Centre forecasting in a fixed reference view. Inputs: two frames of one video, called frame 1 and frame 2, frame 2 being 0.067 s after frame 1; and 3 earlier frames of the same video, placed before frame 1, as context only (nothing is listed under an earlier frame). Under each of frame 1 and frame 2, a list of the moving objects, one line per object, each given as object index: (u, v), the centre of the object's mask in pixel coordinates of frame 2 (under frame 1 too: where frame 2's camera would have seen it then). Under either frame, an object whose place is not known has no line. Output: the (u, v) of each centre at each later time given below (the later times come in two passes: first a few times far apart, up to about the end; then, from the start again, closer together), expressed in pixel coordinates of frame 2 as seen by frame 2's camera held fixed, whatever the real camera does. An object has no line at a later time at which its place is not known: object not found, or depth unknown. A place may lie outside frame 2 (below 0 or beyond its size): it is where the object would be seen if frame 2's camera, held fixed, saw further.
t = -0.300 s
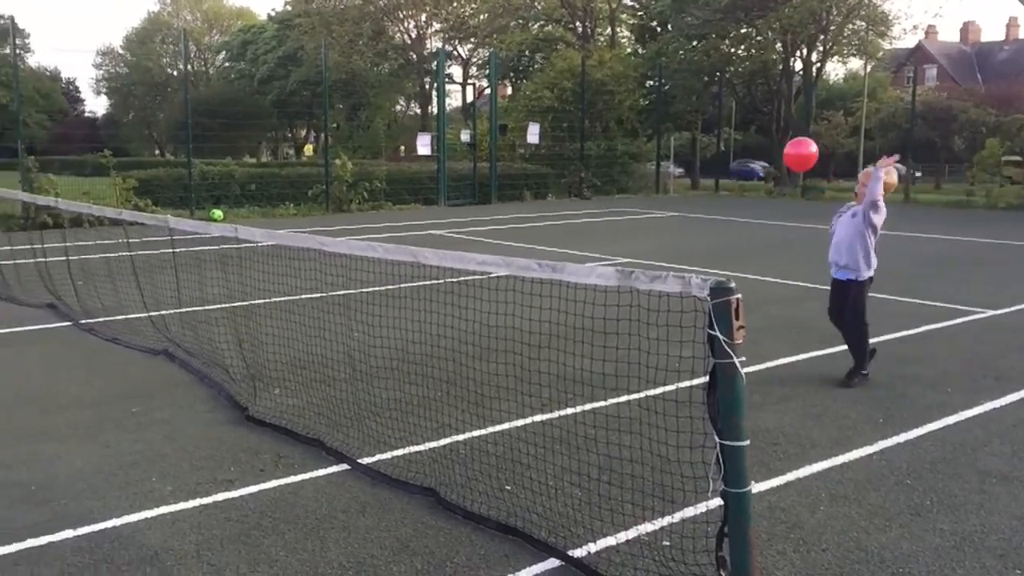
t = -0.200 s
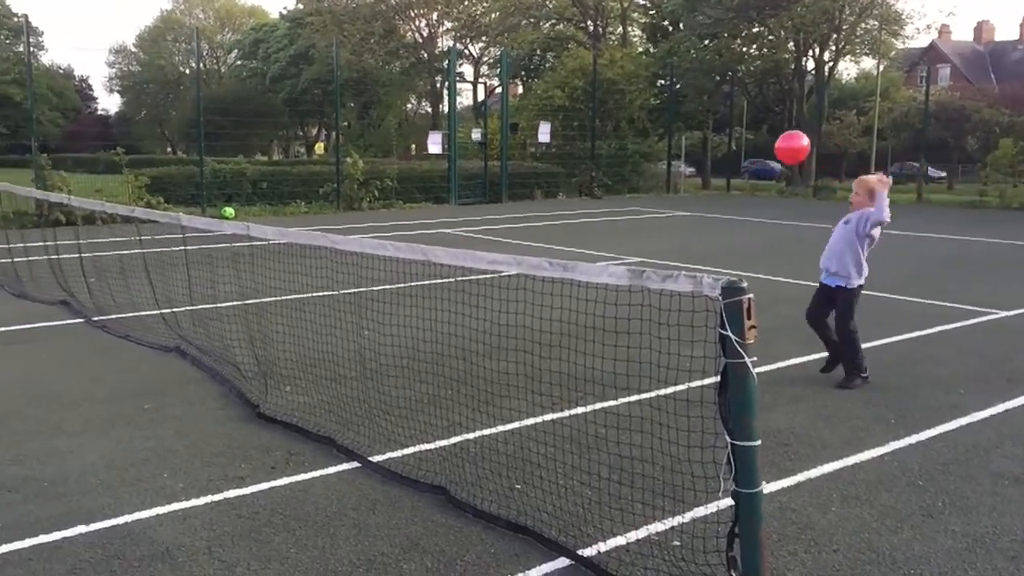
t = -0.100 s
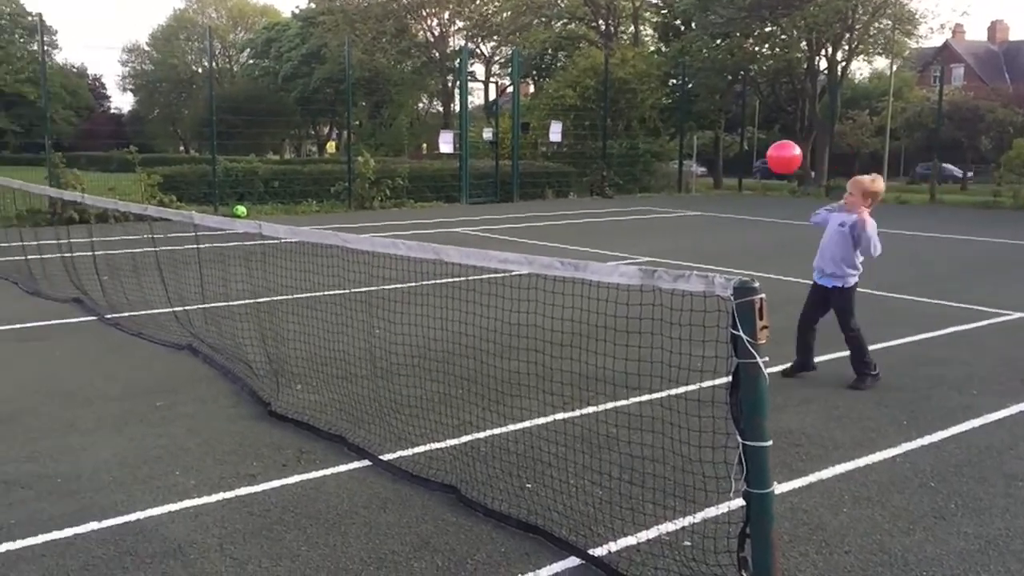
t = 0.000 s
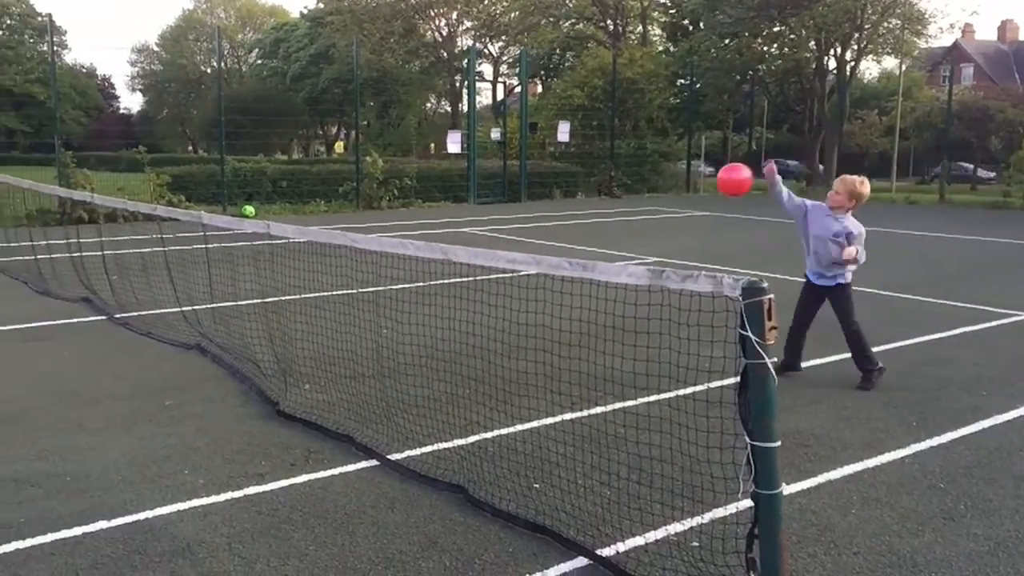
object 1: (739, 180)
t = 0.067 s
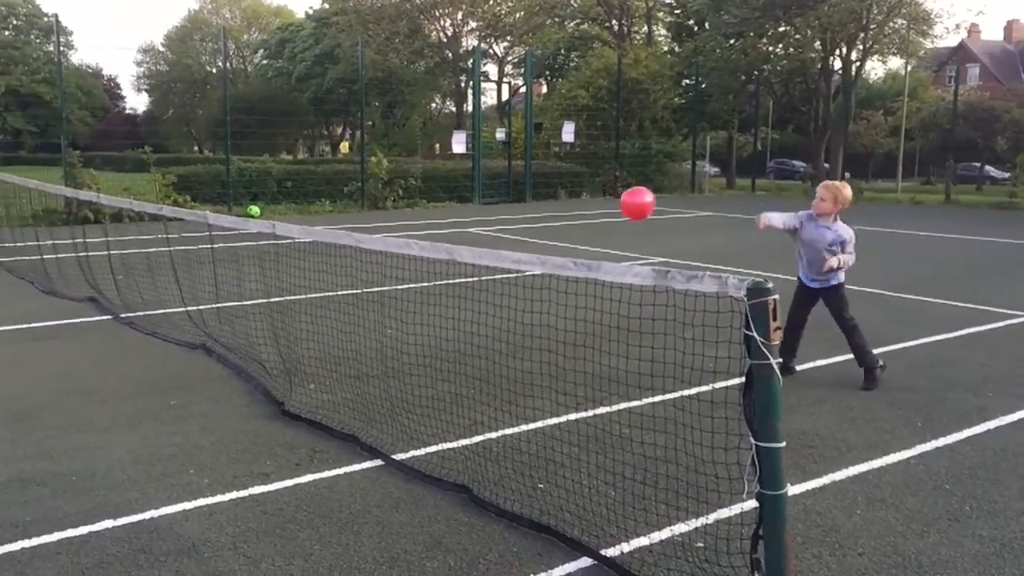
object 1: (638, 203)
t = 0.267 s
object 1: (326, 308)
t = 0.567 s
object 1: (211, 380)
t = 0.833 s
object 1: (234, 372)
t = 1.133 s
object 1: (263, 368)
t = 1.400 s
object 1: (282, 366)
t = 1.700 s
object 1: (298, 372)
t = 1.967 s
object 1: (301, 378)
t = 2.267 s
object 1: (294, 382)
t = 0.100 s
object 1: (586, 217)
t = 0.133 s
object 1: (535, 233)
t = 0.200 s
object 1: (430, 270)
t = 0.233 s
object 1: (379, 287)
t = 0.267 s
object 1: (326, 308)
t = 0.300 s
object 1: (274, 330)
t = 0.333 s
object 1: (236, 345)
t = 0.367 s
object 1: (219, 353)
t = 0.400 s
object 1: (212, 358)
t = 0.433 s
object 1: (210, 362)
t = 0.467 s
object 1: (209, 365)
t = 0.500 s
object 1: (210, 369)
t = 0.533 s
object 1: (210, 374)
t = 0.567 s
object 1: (211, 380)
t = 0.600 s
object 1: (213, 374)
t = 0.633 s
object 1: (217, 368)
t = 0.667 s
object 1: (220, 364)
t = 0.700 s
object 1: (222, 362)
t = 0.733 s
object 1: (225, 362)
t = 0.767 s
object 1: (229, 364)
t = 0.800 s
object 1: (231, 367)
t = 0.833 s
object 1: (234, 372)
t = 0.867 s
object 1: (237, 373)
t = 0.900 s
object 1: (240, 368)
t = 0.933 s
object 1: (243, 364)
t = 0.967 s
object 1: (247, 363)
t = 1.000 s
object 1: (250, 363)
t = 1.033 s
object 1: (253, 365)
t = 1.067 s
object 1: (257, 368)
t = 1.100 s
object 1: (259, 372)
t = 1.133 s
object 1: (263, 368)
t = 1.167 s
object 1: (265, 364)
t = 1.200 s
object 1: (268, 363)
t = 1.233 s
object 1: (270, 364)
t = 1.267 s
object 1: (273, 366)
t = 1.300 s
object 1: (276, 371)
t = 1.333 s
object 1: (278, 370)
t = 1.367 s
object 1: (280, 367)
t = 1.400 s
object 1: (282, 366)
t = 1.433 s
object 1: (285, 366)
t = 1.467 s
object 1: (287, 369)
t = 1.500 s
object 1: (289, 372)
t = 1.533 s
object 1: (290, 370)
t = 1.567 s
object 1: (292, 369)
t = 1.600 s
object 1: (293, 369)
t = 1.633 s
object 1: (295, 370)
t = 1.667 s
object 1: (296, 374)
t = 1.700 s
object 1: (298, 372)
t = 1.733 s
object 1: (298, 371)
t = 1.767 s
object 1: (299, 372)
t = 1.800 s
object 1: (300, 373)
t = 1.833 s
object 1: (300, 376)
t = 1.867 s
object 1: (300, 375)
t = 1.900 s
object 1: (300, 374)
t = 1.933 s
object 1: (301, 376)
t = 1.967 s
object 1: (301, 378)
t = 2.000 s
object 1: (301, 377)
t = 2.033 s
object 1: (301, 378)
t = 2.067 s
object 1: (301, 379)
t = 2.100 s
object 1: (300, 379)
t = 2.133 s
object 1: (299, 379)
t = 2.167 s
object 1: (298, 380)
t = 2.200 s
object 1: (297, 382)
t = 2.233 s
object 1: (295, 381)
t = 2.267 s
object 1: (294, 382)
